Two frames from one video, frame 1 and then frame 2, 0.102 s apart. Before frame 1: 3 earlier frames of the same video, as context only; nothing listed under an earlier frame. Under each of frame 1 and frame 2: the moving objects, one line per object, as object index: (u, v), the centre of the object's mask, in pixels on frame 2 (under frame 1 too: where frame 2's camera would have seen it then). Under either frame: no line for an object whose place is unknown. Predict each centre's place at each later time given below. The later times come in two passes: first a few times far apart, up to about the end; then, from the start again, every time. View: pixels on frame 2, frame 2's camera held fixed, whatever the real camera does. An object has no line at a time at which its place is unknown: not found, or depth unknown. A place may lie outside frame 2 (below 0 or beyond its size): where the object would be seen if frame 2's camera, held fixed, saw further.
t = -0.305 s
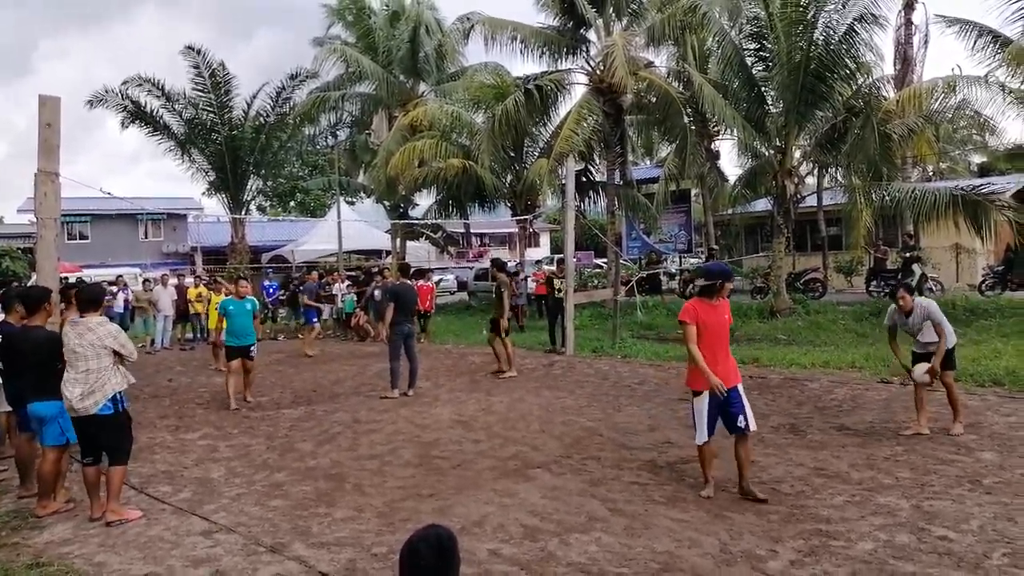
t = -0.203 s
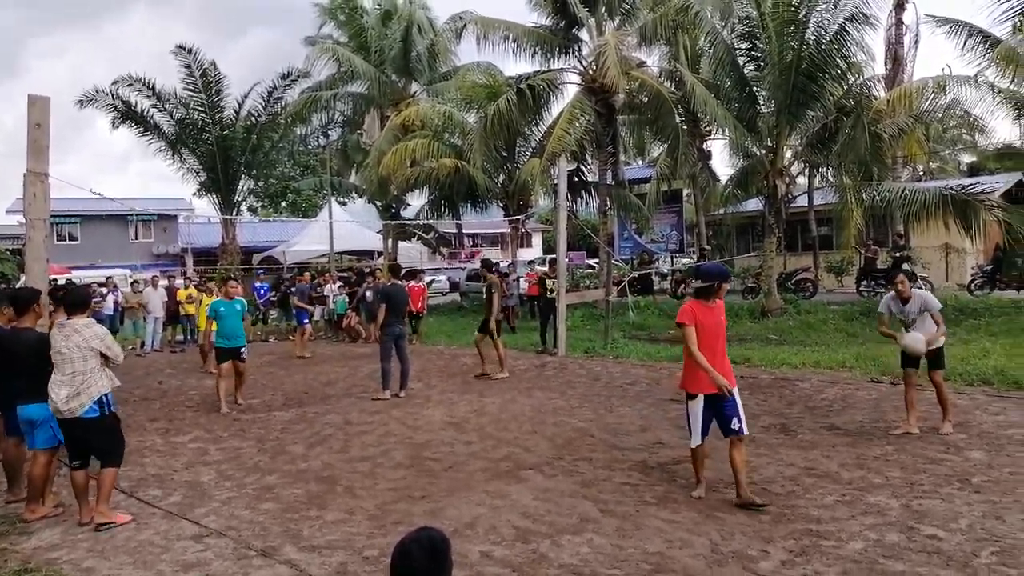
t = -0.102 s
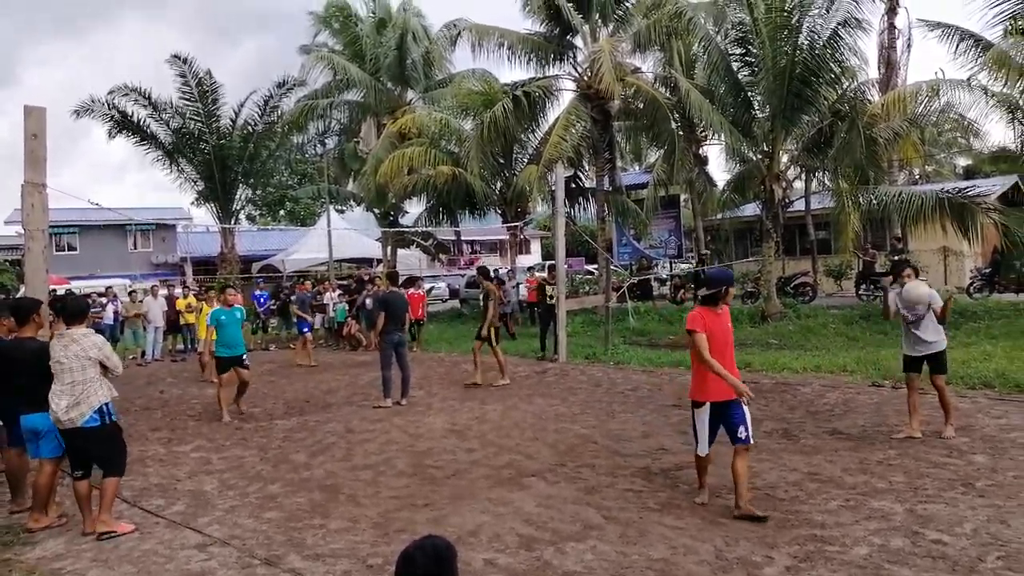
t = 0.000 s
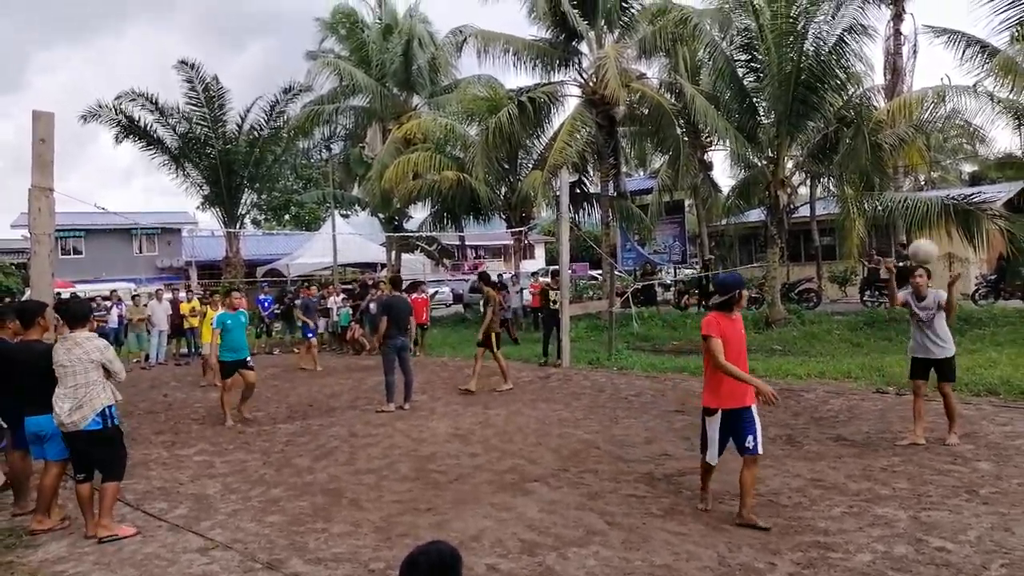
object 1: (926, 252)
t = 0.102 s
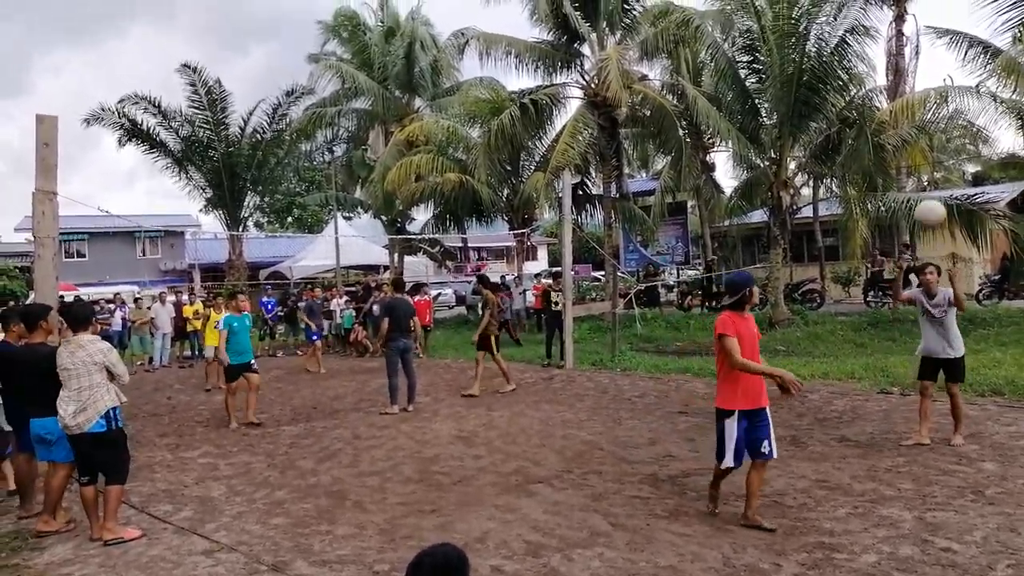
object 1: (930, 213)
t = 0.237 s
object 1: (935, 178)
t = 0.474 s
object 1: (951, 170)
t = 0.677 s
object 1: (973, 238)
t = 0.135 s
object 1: (932, 202)
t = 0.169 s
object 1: (932, 192)
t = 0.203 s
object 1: (934, 185)
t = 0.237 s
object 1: (935, 178)
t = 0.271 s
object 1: (938, 172)
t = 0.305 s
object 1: (940, 168)
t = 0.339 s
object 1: (941, 165)
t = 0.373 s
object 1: (943, 164)
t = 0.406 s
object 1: (945, 164)
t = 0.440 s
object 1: (948, 165)
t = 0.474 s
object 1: (951, 170)
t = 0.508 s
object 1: (955, 175)
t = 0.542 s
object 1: (958, 183)
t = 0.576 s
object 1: (961, 193)
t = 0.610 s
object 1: (964, 206)
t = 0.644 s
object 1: (969, 221)
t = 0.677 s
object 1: (973, 238)
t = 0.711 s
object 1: (977, 259)
